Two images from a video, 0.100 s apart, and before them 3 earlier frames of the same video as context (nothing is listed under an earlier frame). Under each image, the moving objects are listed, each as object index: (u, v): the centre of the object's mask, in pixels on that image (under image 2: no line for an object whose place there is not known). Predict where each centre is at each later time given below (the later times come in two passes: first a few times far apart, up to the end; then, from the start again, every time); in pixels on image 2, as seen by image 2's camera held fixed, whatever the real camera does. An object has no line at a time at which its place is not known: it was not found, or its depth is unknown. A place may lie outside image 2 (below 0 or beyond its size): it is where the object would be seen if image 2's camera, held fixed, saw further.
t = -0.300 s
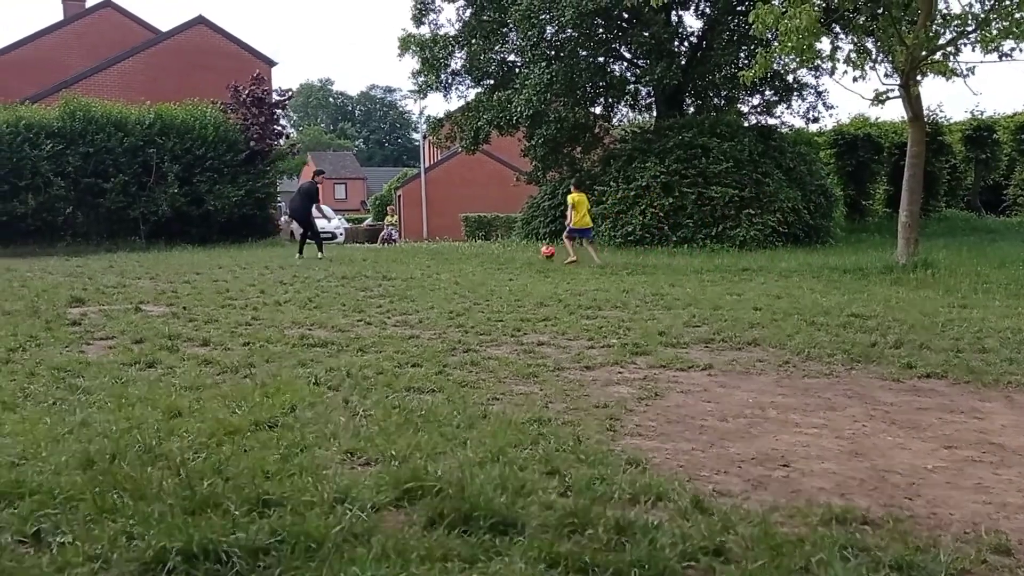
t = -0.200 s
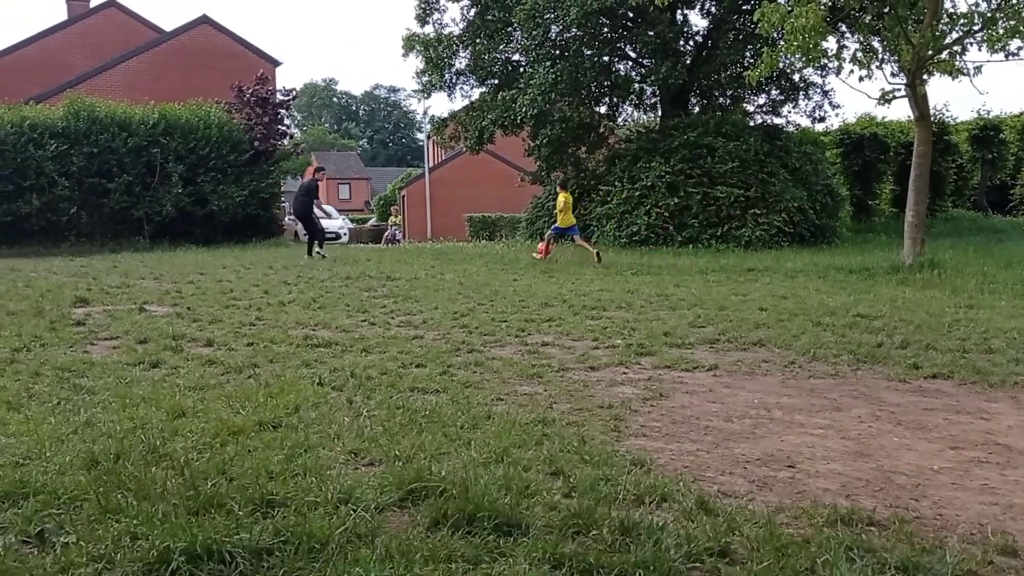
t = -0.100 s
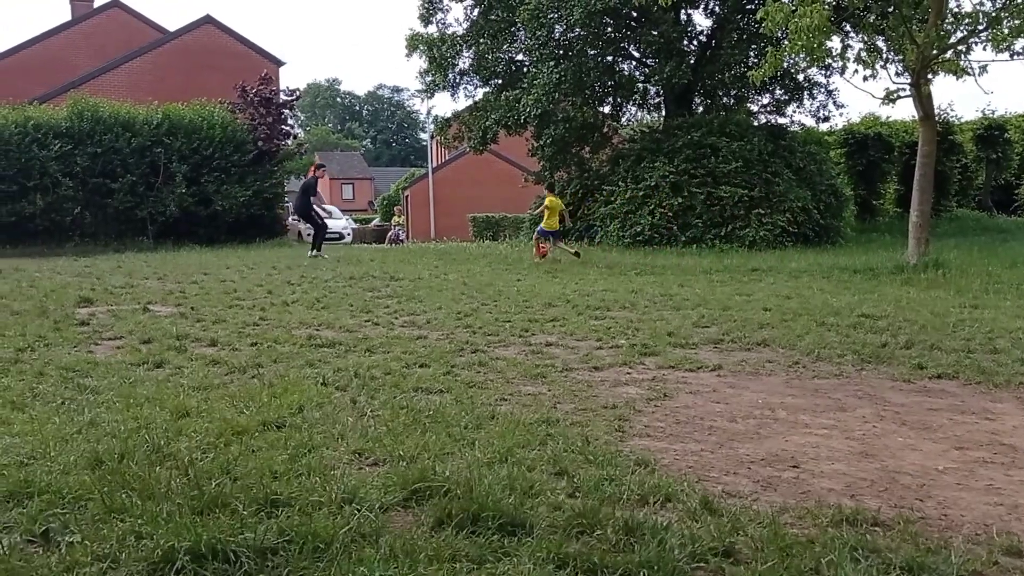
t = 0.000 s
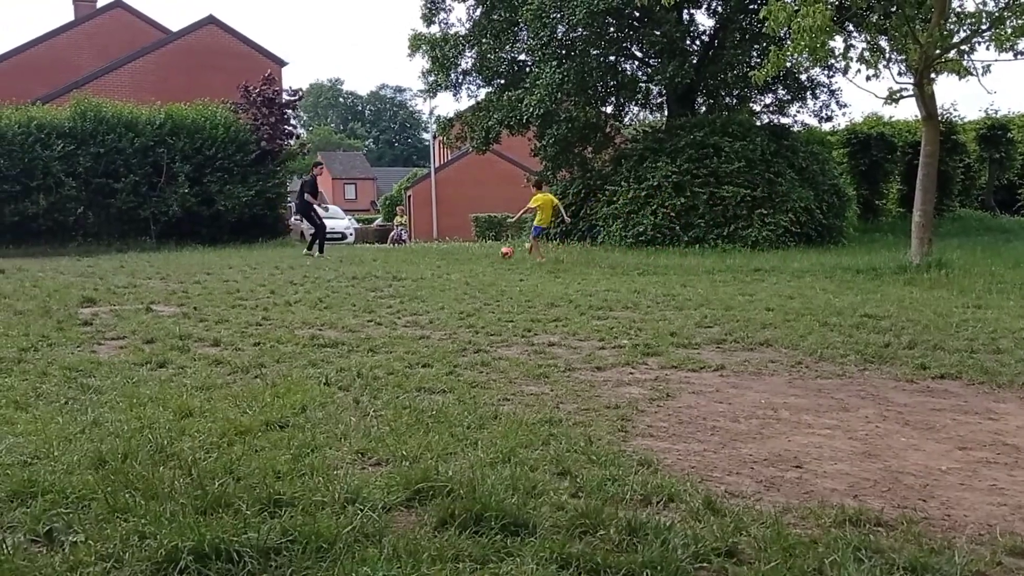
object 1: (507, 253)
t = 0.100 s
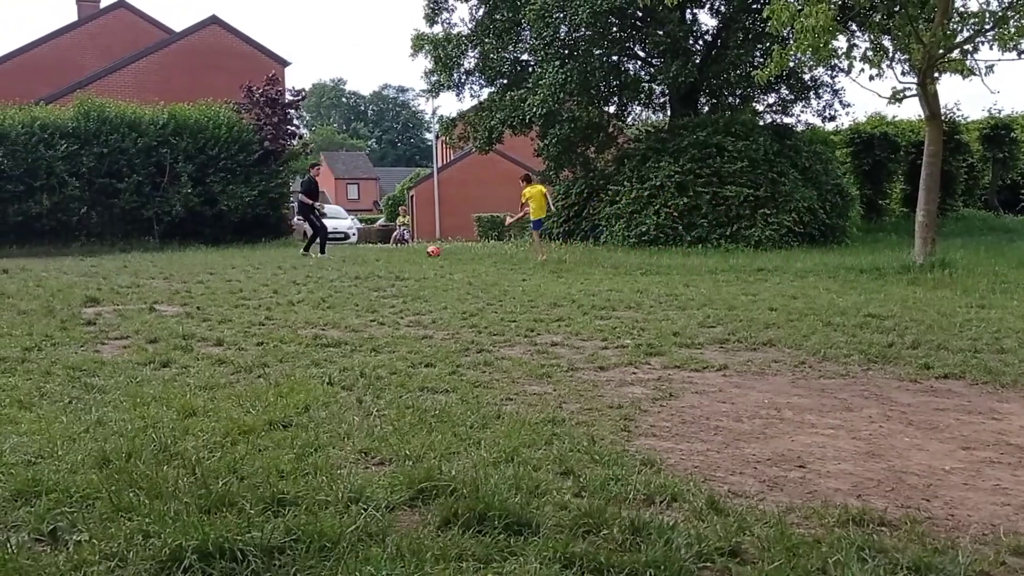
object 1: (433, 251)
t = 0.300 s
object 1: (304, 253)
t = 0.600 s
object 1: (162, 251)
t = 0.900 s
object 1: (49, 255)
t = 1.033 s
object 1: (3, 255)
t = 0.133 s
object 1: (410, 252)
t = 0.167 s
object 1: (387, 252)
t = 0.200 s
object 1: (364, 252)
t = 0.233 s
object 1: (344, 252)
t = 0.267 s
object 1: (323, 253)
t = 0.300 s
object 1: (304, 253)
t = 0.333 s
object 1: (285, 253)
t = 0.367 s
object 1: (267, 254)
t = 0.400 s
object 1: (249, 255)
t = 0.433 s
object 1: (233, 255)
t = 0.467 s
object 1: (218, 253)
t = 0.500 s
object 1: (204, 251)
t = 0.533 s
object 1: (190, 251)
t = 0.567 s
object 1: (176, 251)
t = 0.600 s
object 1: (162, 251)
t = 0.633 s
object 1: (148, 253)
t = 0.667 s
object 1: (135, 254)
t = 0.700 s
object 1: (122, 256)
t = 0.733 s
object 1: (109, 255)
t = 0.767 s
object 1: (97, 254)
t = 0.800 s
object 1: (85, 255)
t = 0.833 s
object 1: (72, 255)
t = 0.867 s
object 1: (61, 256)
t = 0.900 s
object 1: (49, 255)
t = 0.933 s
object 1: (37, 255)
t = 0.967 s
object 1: (26, 254)
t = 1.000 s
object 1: (14, 255)
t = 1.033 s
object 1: (3, 255)
